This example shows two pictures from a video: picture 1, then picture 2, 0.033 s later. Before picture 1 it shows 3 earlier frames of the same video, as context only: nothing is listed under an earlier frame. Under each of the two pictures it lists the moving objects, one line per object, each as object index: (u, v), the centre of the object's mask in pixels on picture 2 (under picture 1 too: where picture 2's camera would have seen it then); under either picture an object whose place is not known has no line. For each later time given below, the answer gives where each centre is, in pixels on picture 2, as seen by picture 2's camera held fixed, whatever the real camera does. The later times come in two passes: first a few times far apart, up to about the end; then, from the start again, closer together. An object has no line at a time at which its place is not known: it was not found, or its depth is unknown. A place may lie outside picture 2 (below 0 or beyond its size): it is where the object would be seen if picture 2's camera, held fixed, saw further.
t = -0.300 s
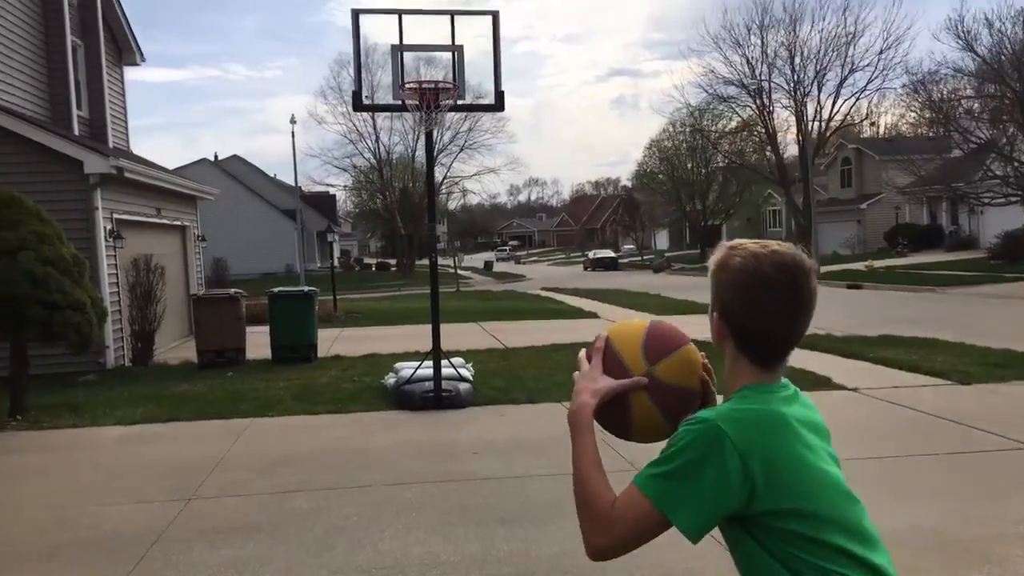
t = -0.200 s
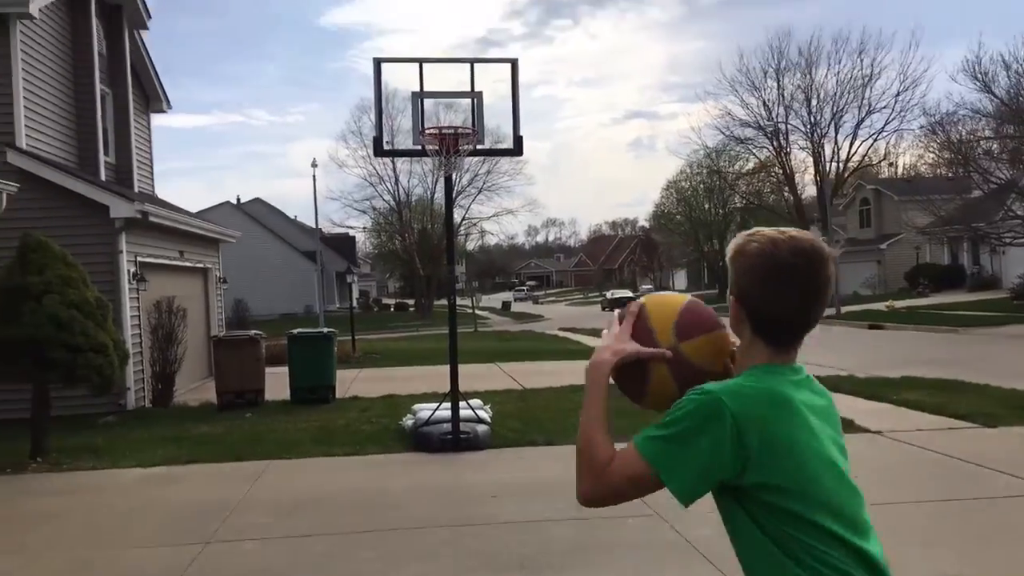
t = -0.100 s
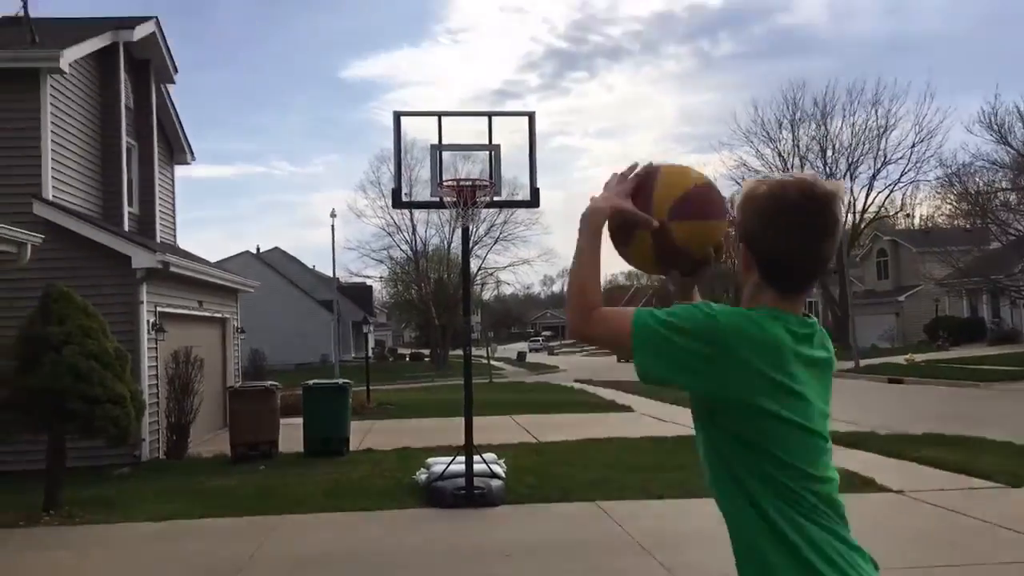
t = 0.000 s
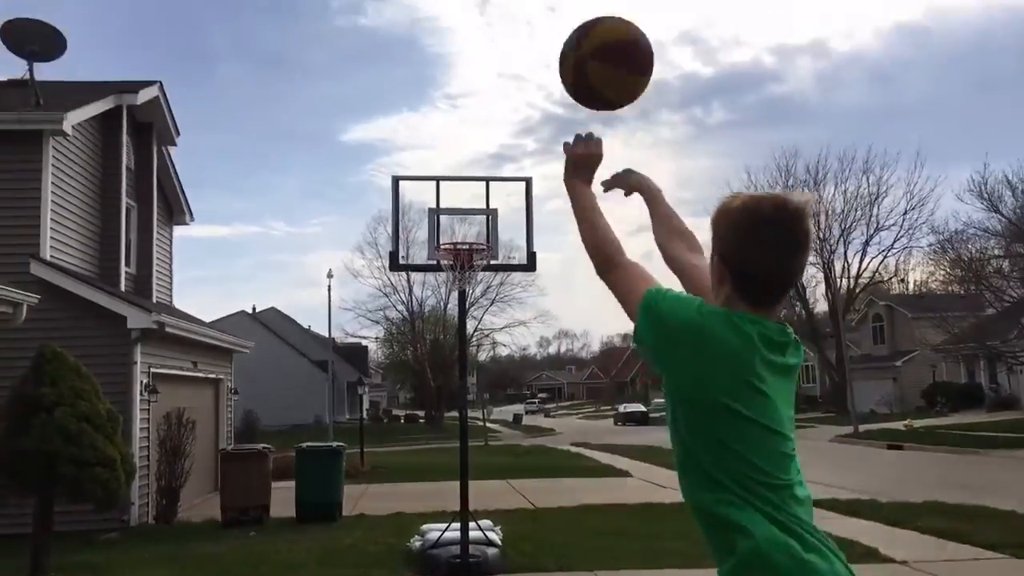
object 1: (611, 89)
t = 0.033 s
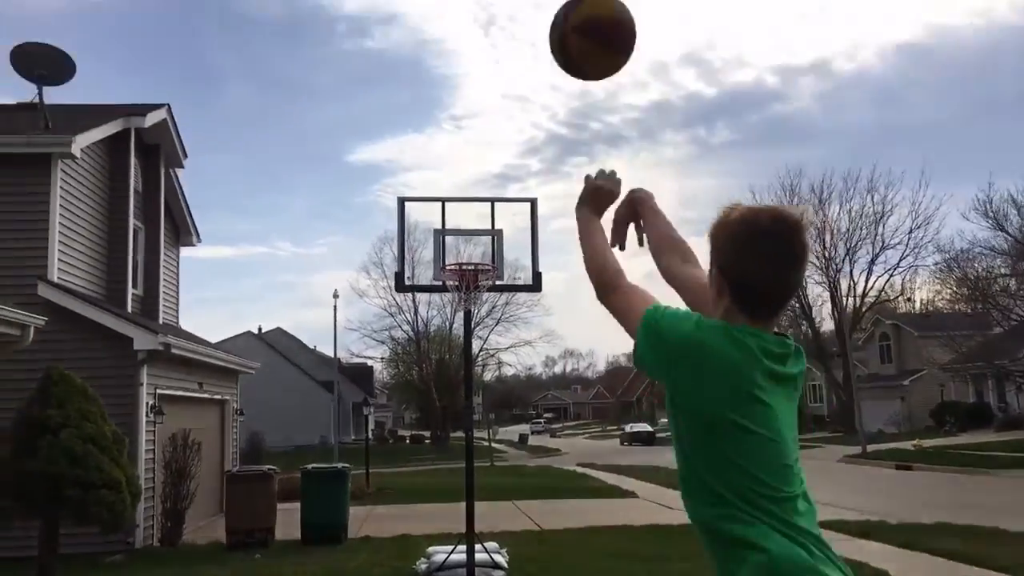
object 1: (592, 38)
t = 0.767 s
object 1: (473, 11)
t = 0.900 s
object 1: (468, 76)
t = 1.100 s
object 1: (464, 195)
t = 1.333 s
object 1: (466, 292)
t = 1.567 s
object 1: (470, 296)
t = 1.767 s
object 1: (474, 330)
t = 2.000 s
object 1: (478, 416)
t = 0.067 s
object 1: (577, 2)
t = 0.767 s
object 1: (473, 11)
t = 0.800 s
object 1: (471, 28)
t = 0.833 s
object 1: (469, 44)
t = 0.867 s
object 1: (468, 60)
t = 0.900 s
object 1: (468, 76)
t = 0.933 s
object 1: (468, 95)
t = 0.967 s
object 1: (467, 115)
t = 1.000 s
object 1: (466, 135)
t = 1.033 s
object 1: (465, 154)
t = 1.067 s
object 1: (465, 174)
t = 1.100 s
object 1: (464, 195)
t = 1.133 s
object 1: (464, 217)
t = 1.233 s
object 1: (465, 260)
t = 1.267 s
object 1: (467, 272)
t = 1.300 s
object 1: (467, 285)
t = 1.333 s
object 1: (466, 292)
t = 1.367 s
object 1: (467, 290)
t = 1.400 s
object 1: (467, 291)
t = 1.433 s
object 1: (468, 291)
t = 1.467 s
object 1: (468, 290)
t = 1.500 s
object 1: (470, 293)
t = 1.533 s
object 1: (469, 294)
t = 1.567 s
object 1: (470, 296)
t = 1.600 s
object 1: (470, 296)
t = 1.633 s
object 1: (471, 305)
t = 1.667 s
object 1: (472, 312)
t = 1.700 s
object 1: (472, 317)
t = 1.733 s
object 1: (472, 324)
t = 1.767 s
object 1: (474, 330)
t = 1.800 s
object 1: (476, 337)
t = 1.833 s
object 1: (476, 347)
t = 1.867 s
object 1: (476, 359)
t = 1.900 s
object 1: (476, 370)
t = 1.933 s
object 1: (476, 382)
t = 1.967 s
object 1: (476, 398)
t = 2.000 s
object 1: (478, 416)
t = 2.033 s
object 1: (477, 432)
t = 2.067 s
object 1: (477, 450)
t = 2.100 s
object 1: (478, 469)
